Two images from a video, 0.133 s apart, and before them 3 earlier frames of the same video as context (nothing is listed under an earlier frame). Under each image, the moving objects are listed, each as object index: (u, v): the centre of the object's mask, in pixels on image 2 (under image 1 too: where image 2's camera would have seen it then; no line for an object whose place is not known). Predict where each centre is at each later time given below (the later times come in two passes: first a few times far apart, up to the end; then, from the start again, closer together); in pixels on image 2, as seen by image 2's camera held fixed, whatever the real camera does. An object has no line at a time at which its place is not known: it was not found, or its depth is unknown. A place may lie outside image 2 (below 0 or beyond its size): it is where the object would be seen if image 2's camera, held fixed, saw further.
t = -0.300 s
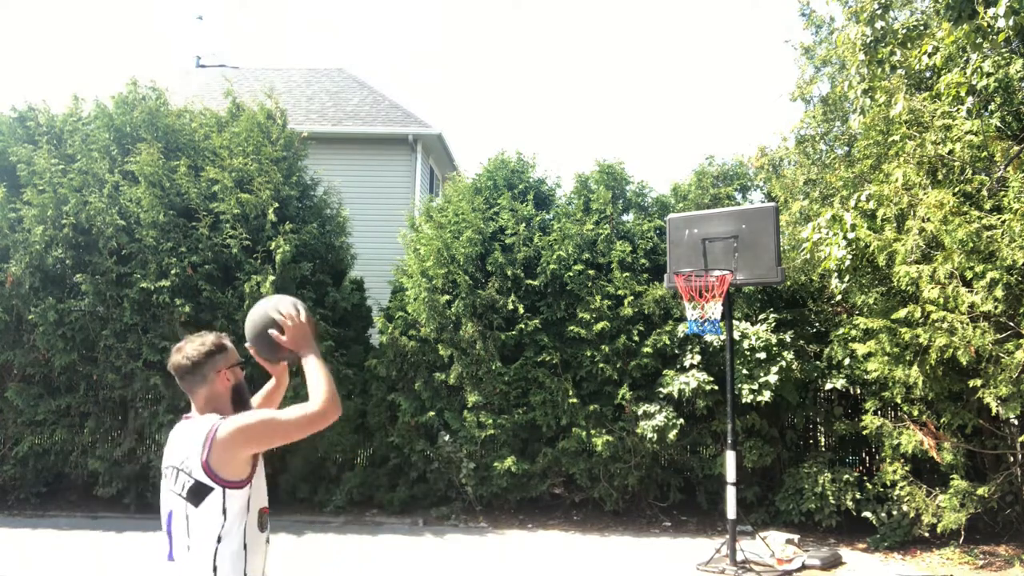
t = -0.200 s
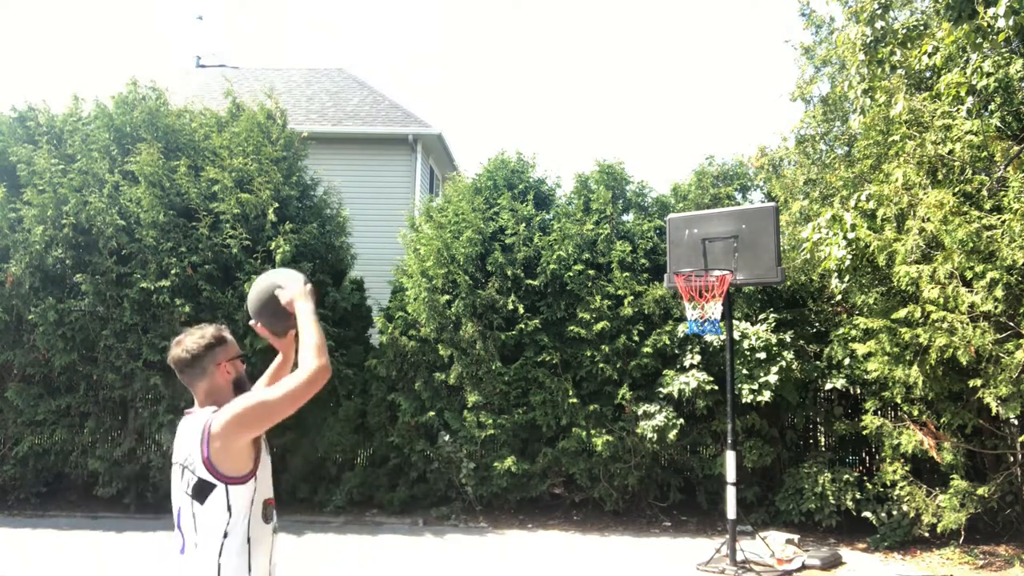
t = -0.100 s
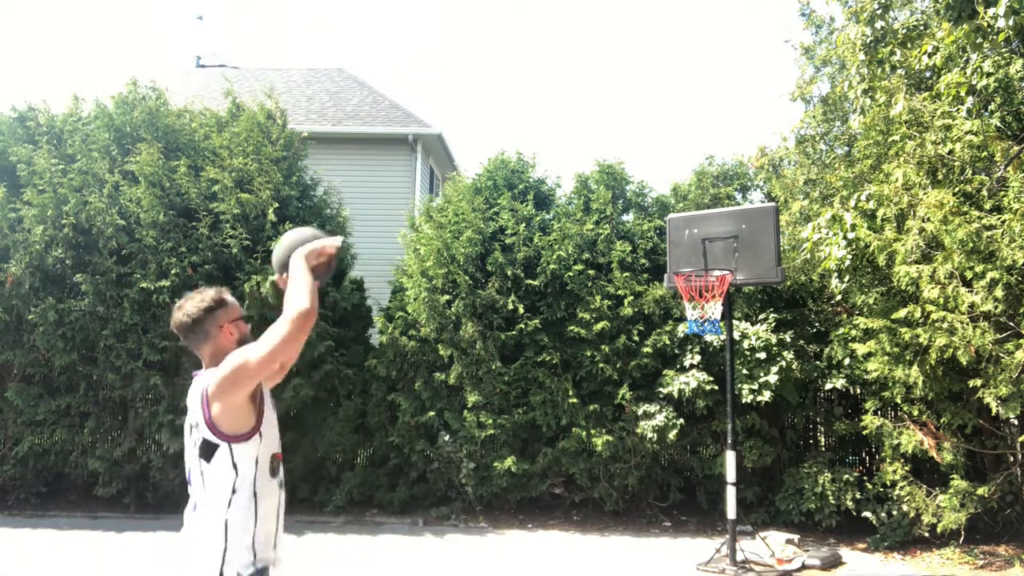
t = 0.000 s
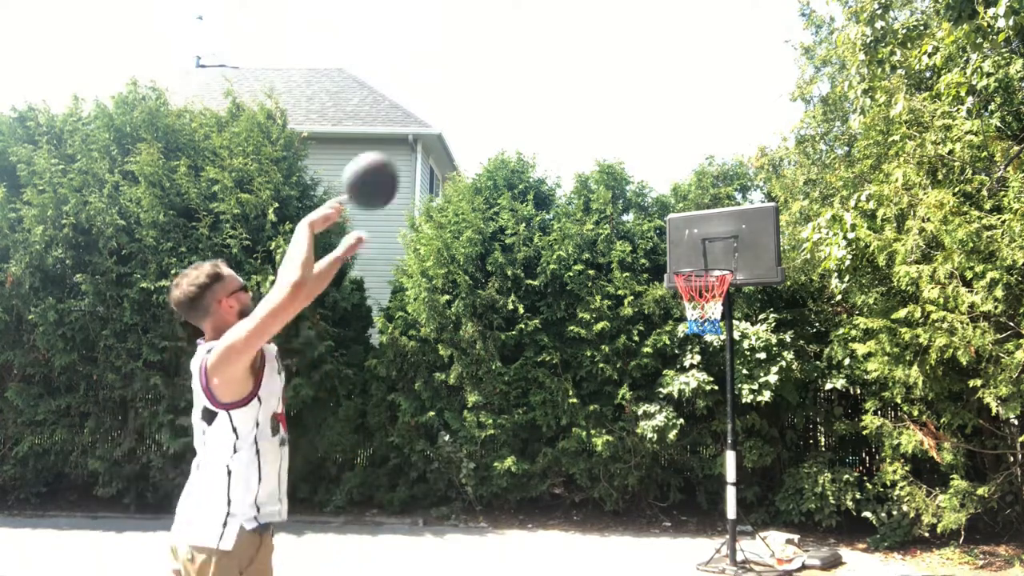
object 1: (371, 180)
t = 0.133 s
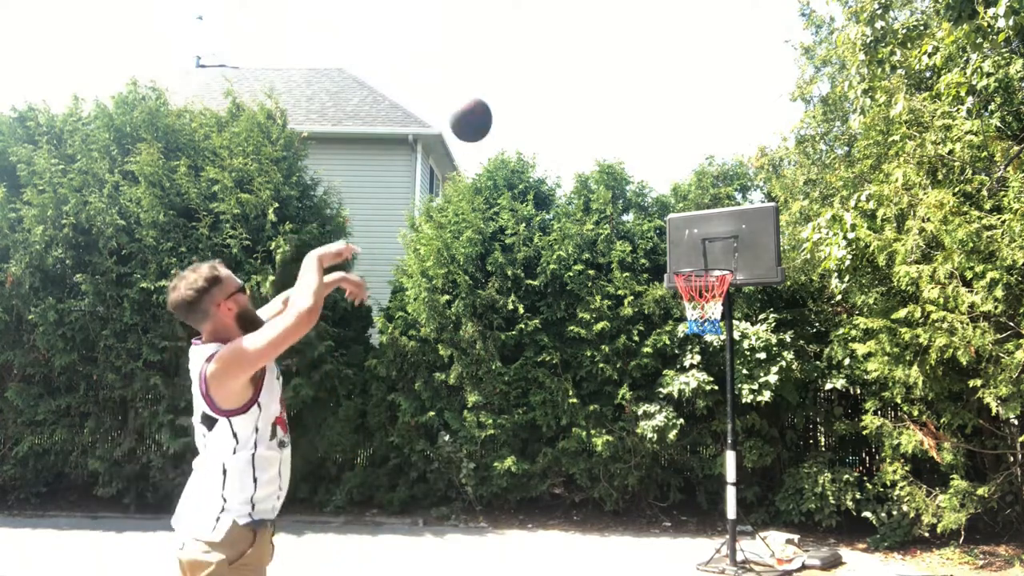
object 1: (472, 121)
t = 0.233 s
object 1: (526, 105)
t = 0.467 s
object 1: (615, 132)
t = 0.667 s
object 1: (668, 197)
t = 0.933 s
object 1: (715, 292)
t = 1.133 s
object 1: (705, 280)
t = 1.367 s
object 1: (697, 306)
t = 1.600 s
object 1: (696, 379)
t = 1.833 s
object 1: (695, 495)
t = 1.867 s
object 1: (694, 514)
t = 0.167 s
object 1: (492, 114)
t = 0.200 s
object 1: (510, 109)
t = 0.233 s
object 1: (526, 105)
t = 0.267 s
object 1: (542, 105)
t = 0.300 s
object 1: (556, 106)
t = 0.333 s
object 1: (570, 108)
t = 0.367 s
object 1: (582, 113)
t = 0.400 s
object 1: (594, 118)
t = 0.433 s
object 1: (605, 125)
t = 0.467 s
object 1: (615, 132)
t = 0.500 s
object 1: (625, 141)
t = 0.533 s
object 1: (634, 151)
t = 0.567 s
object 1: (643, 162)
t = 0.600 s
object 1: (652, 174)
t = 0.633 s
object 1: (661, 186)
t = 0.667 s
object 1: (668, 197)
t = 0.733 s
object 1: (682, 227)
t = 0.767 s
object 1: (687, 240)
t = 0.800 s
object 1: (694, 255)
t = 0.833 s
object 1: (701, 272)
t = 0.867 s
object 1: (704, 281)
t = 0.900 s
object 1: (711, 288)
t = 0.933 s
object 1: (715, 292)
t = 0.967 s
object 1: (715, 288)
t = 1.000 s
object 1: (714, 284)
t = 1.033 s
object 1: (712, 281)
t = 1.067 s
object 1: (709, 281)
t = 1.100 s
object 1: (705, 280)
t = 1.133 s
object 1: (705, 280)
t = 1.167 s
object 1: (704, 281)
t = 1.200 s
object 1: (704, 282)
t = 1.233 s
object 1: (700, 285)
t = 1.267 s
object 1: (700, 290)
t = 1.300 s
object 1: (699, 294)
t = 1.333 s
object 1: (700, 300)
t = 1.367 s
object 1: (697, 306)
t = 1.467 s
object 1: (698, 341)
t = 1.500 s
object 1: (698, 346)
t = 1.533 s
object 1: (696, 355)
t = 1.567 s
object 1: (696, 366)
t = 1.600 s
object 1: (696, 379)
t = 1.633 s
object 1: (694, 394)
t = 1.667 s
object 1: (696, 408)
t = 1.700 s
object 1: (695, 423)
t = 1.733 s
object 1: (694, 439)
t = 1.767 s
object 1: (694, 457)
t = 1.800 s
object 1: (695, 475)
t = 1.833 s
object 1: (695, 495)
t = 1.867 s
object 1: (694, 514)
